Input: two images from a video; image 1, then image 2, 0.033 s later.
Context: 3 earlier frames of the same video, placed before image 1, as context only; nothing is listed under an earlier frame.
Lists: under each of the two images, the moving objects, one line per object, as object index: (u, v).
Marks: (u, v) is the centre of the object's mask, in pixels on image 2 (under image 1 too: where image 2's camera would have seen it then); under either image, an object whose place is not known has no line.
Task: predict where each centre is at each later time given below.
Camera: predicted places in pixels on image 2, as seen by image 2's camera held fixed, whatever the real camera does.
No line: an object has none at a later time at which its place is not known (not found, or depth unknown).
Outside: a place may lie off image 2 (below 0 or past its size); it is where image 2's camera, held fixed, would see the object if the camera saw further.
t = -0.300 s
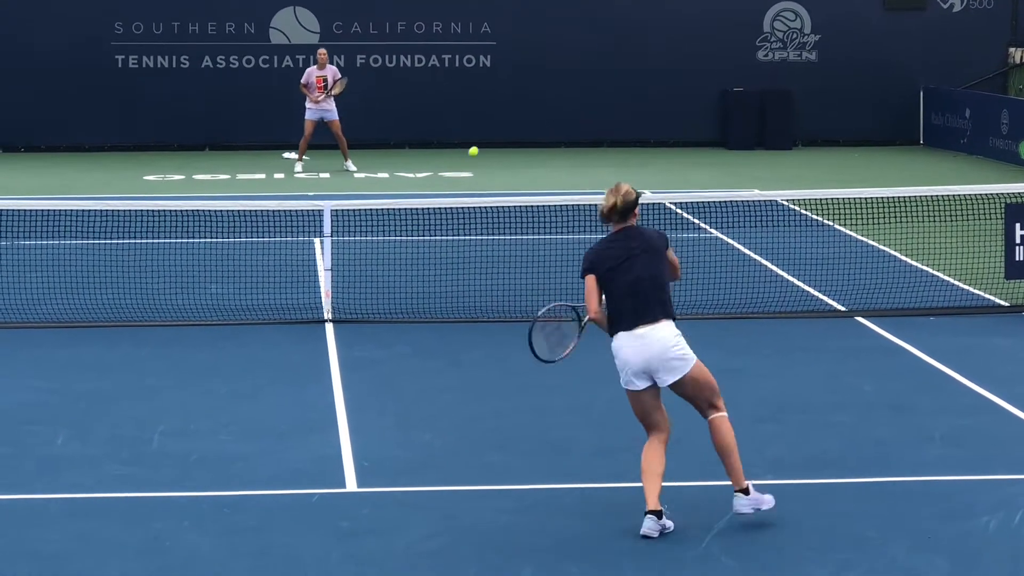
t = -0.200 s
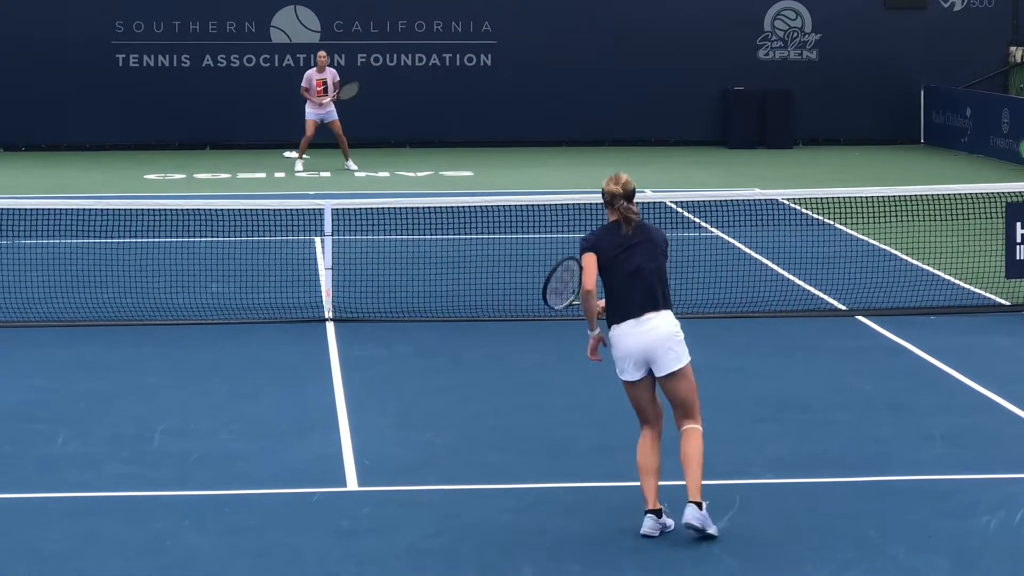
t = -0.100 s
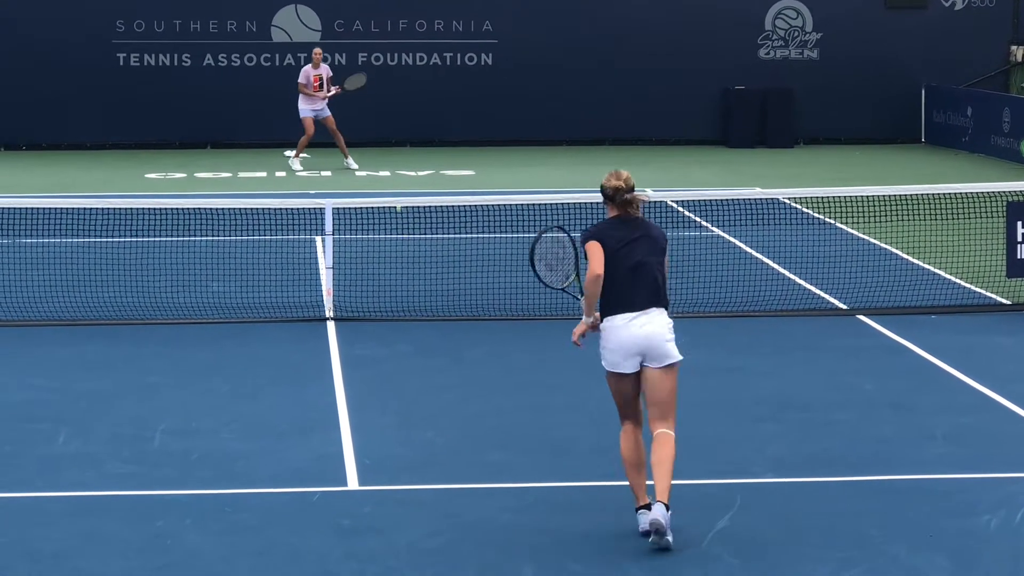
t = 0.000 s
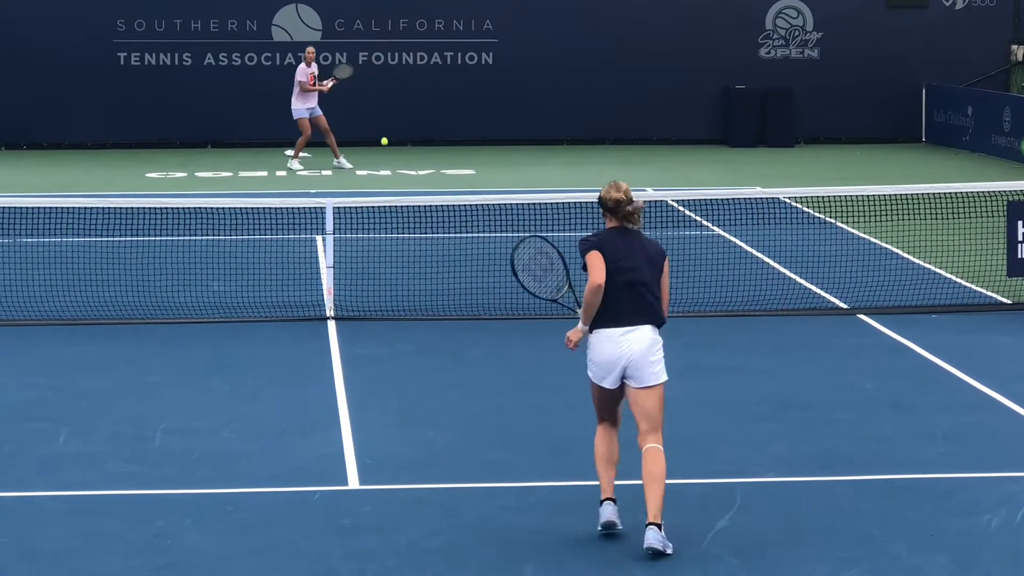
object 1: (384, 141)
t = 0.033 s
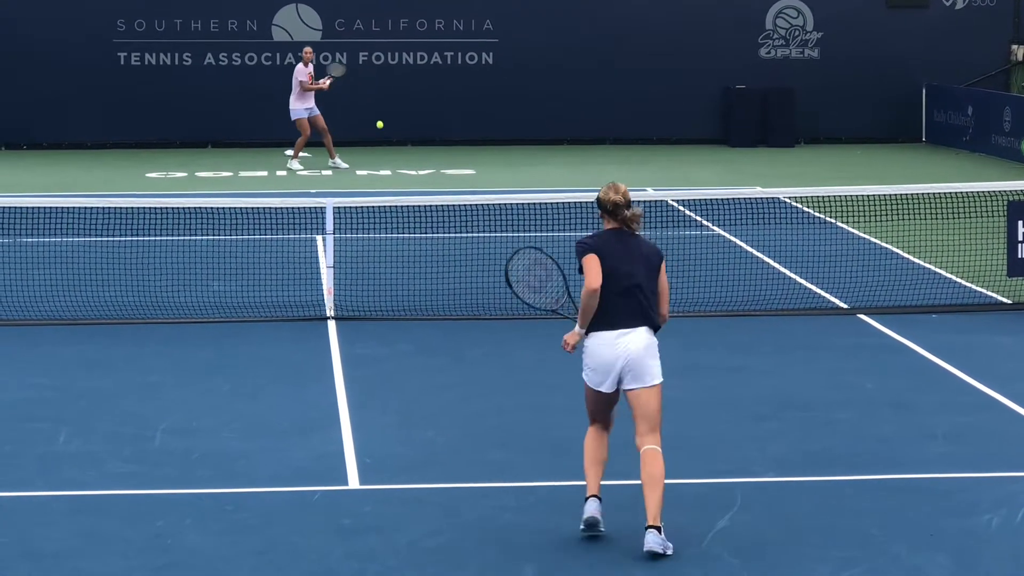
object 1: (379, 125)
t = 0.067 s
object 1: (375, 110)
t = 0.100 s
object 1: (370, 98)
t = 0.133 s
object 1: (366, 87)
